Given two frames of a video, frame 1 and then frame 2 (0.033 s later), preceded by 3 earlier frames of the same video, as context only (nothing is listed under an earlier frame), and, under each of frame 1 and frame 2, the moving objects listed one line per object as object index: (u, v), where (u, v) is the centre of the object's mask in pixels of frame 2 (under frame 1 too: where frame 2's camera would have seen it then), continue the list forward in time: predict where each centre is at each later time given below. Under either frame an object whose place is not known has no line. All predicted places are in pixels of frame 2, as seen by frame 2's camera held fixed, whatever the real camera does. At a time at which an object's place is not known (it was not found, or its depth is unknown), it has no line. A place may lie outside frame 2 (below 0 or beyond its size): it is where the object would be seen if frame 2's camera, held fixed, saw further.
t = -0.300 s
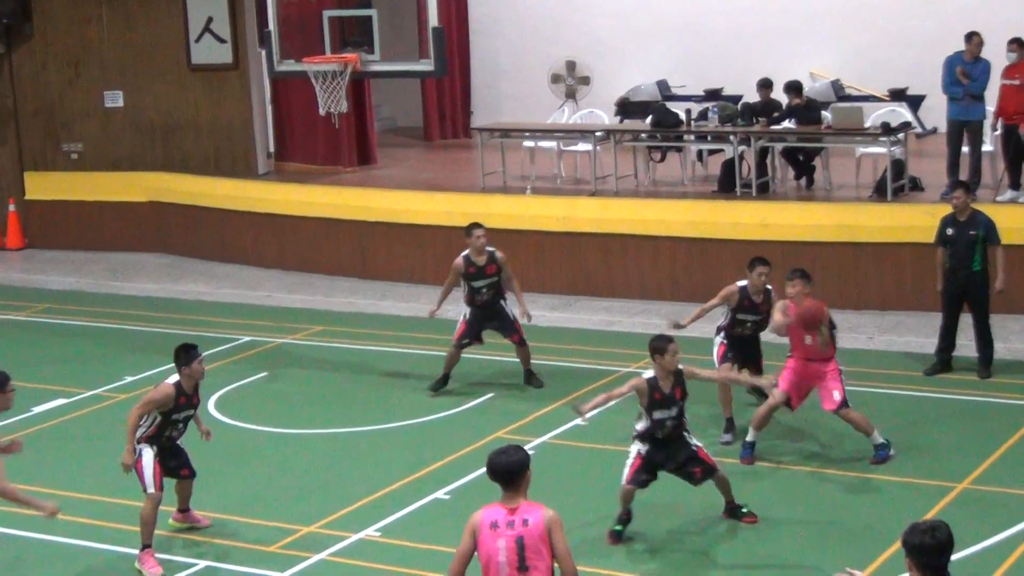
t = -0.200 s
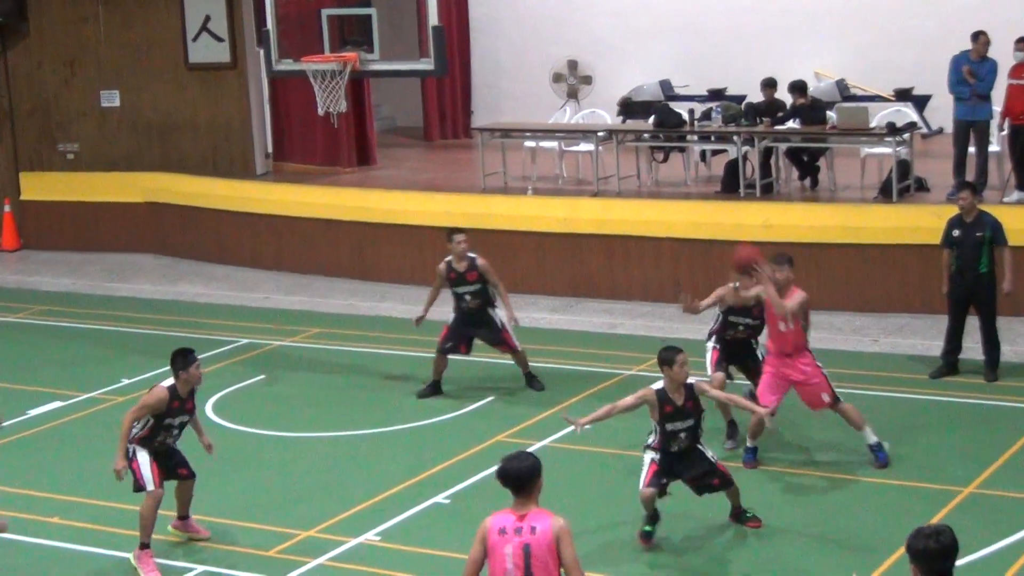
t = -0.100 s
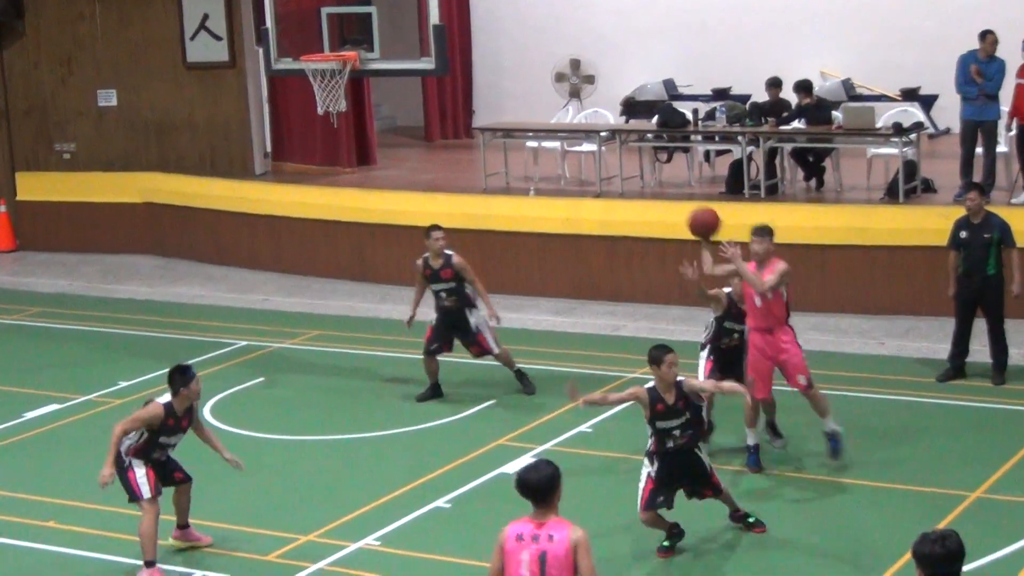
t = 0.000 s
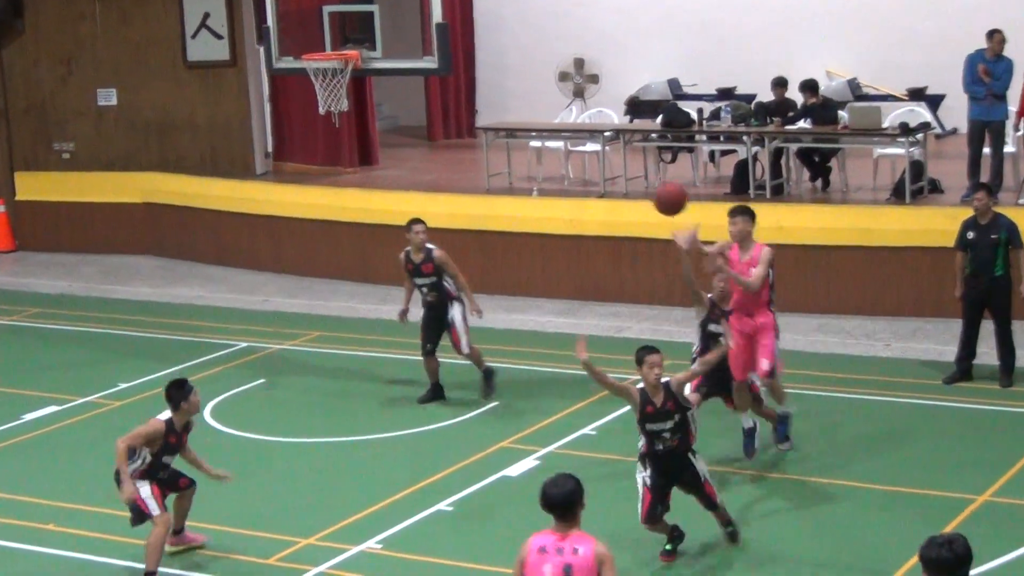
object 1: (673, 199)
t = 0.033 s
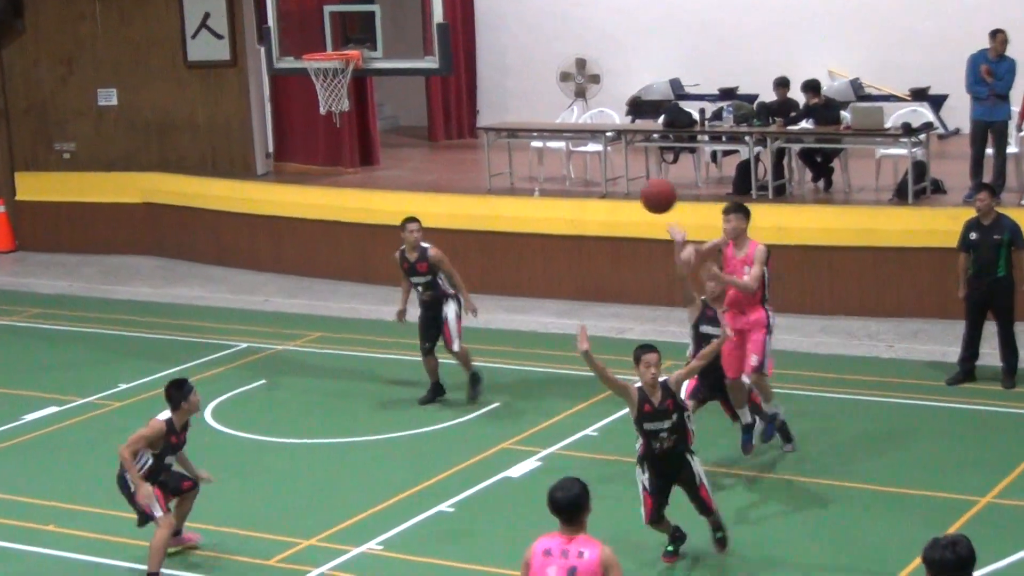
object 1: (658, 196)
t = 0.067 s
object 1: (643, 194)
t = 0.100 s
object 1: (629, 195)
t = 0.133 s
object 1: (612, 195)
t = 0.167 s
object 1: (596, 197)
